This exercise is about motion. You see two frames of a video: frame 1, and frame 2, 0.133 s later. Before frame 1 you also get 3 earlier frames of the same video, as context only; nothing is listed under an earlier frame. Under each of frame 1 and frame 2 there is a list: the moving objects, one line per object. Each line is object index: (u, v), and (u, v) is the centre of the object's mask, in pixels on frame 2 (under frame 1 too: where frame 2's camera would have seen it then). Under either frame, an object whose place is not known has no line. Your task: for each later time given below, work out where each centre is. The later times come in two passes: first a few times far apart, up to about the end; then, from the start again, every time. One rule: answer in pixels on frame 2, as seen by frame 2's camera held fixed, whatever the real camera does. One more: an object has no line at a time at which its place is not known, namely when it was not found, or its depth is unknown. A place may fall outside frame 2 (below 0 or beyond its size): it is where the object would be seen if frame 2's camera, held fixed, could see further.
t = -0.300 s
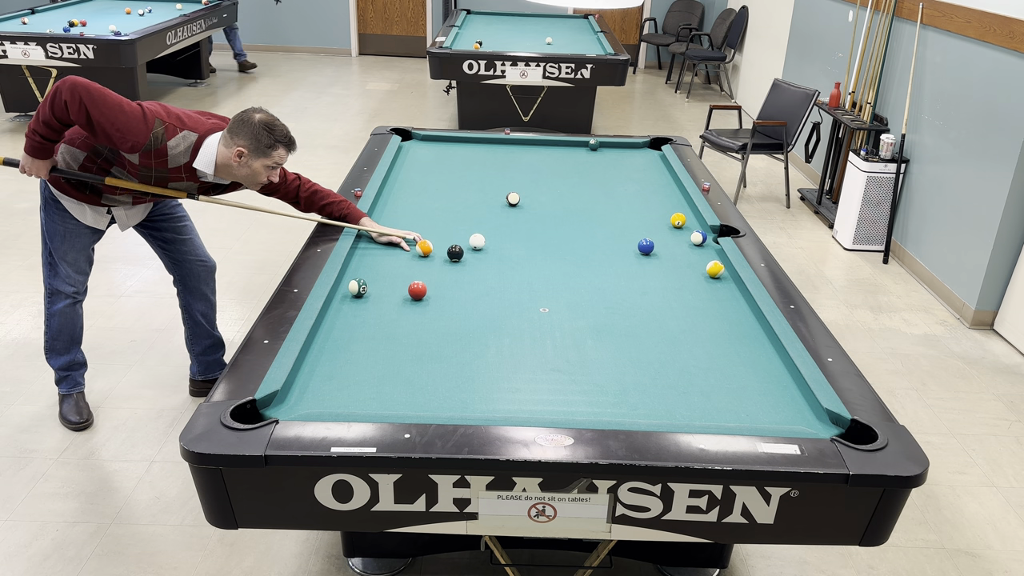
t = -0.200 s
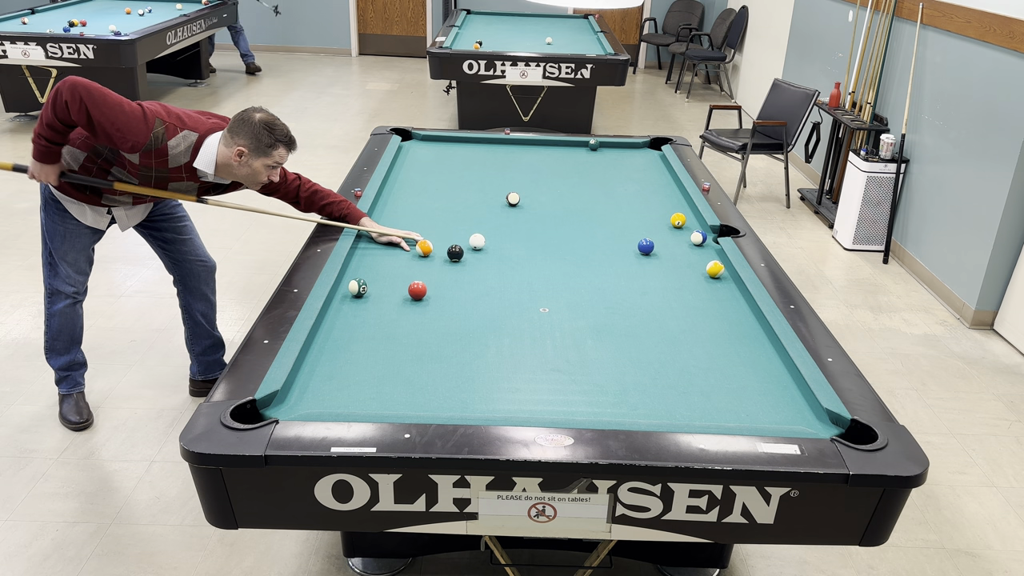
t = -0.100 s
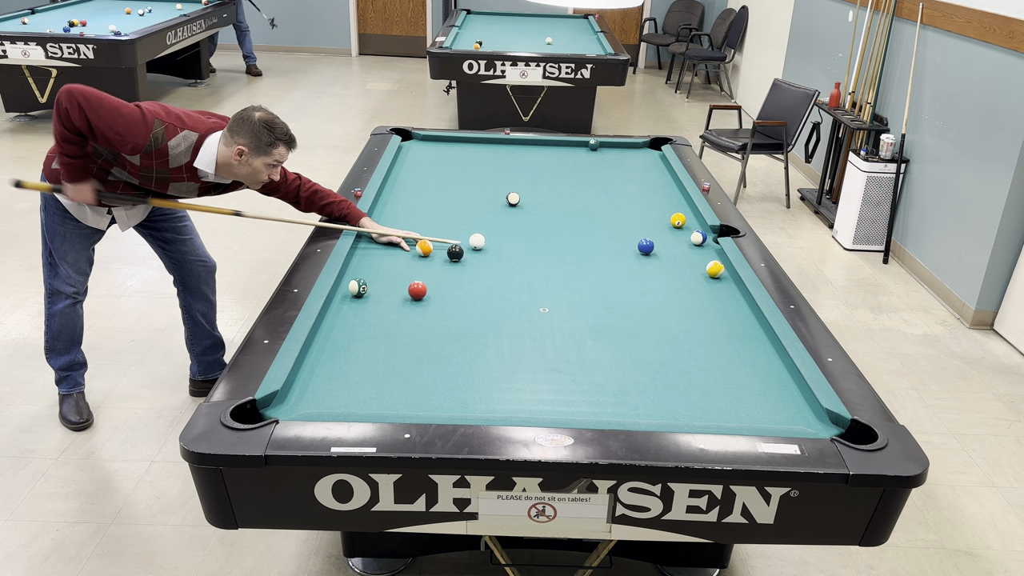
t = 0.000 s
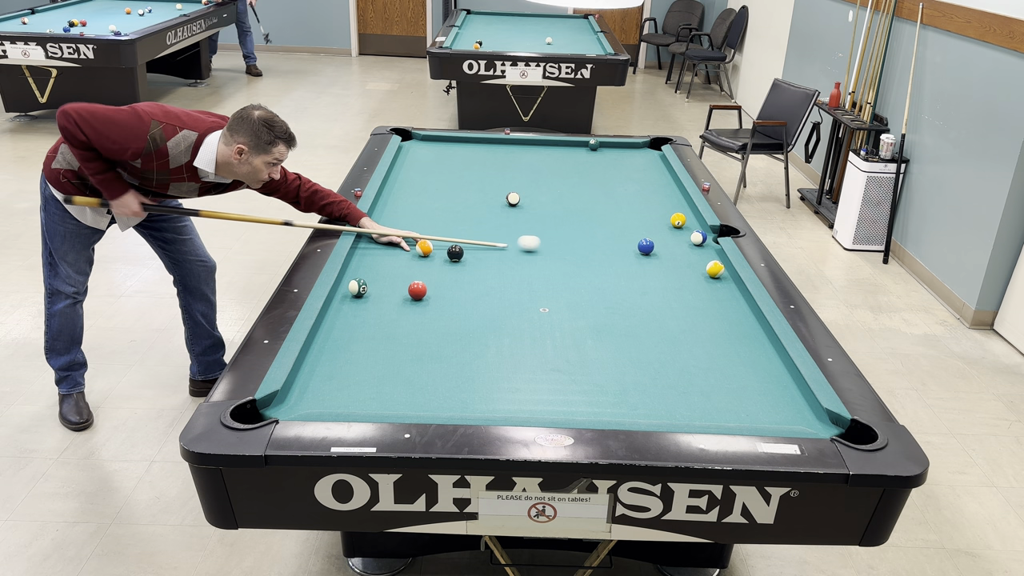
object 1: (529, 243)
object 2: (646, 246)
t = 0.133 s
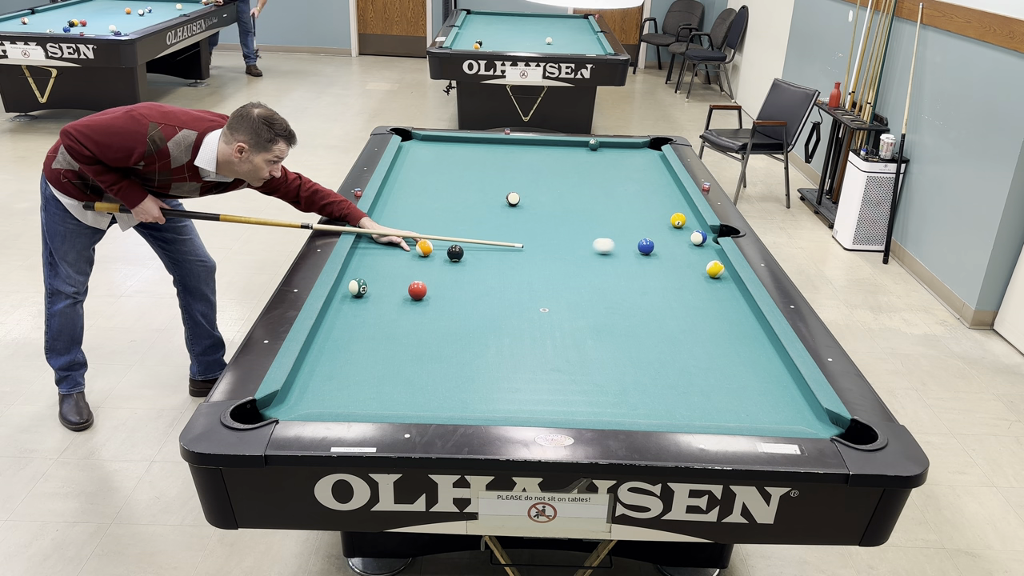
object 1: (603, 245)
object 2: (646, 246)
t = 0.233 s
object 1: (631, 247)
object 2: (664, 246)
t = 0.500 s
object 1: (631, 251)
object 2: (688, 245)
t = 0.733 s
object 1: (632, 254)
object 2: (652, 244)
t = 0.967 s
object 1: (633, 256)
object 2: (616, 243)
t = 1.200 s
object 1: (634, 258)
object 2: (582, 242)
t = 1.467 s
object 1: (634, 259)
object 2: (545, 241)
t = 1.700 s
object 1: (634, 259)
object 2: (513, 240)
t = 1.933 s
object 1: (634, 259)
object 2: (483, 239)
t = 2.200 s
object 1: (634, 259)
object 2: (451, 238)
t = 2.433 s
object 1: (634, 259)
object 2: (423, 236)
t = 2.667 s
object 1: (634, 259)
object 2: (397, 237)
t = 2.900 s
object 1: (634, 259)
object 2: (373, 236)
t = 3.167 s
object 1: (634, 259)
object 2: (374, 236)
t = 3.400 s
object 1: (634, 259)
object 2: (386, 237)
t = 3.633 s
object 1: (634, 259)
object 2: (397, 237)
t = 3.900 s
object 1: (634, 259)
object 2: (408, 237)
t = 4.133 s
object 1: (634, 259)
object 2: (416, 236)
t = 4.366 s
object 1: (634, 259)
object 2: (424, 235)
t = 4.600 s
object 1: (634, 259)
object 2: (430, 236)
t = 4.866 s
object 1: (634, 259)
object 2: (435, 238)
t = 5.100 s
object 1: (634, 259)
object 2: (438, 238)
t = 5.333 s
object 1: (634, 259)
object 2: (440, 239)
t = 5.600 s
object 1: (634, 259)
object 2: (441, 239)
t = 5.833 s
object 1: (634, 259)
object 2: (441, 239)
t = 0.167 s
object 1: (620, 246)
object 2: (646, 246)
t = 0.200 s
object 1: (630, 247)
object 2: (651, 246)
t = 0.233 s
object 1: (631, 247)
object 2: (664, 246)
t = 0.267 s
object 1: (631, 248)
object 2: (677, 246)
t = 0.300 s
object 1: (631, 248)
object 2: (690, 246)
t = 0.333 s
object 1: (631, 249)
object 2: (702, 245)
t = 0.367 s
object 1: (631, 250)
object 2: (712, 245)
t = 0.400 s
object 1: (631, 250)
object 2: (706, 245)
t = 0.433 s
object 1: (631, 250)
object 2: (700, 245)
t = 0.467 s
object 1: (631, 251)
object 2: (694, 245)
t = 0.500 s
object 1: (631, 251)
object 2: (688, 245)
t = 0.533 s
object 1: (631, 252)
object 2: (683, 245)
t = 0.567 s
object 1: (631, 252)
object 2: (677, 244)
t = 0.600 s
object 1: (631, 252)
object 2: (672, 244)
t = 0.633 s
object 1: (631, 253)
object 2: (667, 244)
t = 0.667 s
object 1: (632, 253)
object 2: (662, 244)
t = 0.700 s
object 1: (632, 254)
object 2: (657, 244)
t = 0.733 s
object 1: (632, 254)
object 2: (652, 244)
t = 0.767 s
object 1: (632, 254)
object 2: (646, 244)
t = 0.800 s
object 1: (632, 255)
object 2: (642, 243)
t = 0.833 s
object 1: (632, 255)
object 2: (636, 242)
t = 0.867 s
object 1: (632, 255)
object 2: (631, 242)
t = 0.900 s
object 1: (633, 256)
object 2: (625, 243)
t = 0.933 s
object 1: (633, 256)
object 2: (621, 243)
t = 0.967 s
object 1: (633, 256)
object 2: (616, 243)
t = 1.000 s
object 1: (633, 256)
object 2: (611, 243)
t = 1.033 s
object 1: (633, 256)
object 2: (606, 243)
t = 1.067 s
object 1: (633, 257)
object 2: (601, 243)
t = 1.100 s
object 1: (633, 257)
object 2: (596, 242)
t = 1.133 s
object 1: (634, 257)
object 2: (591, 242)
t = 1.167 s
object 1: (634, 258)
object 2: (587, 242)
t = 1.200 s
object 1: (634, 258)
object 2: (582, 242)
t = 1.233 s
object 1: (634, 258)
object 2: (577, 242)
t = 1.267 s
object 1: (634, 258)
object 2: (572, 242)
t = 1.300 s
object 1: (634, 258)
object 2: (568, 242)
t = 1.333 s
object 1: (634, 258)
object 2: (563, 241)
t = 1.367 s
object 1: (634, 259)
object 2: (558, 241)
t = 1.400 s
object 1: (634, 259)
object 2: (554, 241)
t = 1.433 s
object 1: (634, 259)
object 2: (549, 241)
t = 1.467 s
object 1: (634, 259)
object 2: (545, 241)
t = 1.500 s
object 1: (634, 259)
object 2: (540, 241)
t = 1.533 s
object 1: (634, 259)
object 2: (536, 241)
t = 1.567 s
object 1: (634, 259)
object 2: (531, 241)
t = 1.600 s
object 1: (634, 259)
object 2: (527, 241)
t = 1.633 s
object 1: (634, 259)
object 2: (522, 241)
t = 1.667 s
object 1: (634, 259)
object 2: (518, 240)
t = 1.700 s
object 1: (634, 259)
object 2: (513, 240)
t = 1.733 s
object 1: (634, 259)
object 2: (509, 240)
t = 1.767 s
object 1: (634, 259)
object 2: (505, 240)
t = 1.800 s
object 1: (634, 259)
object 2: (500, 240)
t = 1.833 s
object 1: (634, 259)
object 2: (496, 240)
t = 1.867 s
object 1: (634, 259)
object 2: (492, 240)
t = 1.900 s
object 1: (634, 259)
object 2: (488, 239)
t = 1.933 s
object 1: (634, 259)
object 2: (483, 239)
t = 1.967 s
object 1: (634, 259)
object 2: (479, 239)
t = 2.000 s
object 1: (634, 259)
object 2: (475, 239)
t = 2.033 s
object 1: (634, 259)
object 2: (471, 239)
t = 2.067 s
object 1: (634, 259)
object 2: (467, 239)
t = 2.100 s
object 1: (634, 259)
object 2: (463, 239)
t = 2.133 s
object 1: (634, 259)
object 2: (459, 238)
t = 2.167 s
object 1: (634, 259)
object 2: (455, 238)
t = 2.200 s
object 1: (634, 259)
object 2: (451, 238)
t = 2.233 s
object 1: (634, 259)
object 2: (447, 238)
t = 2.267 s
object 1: (634, 259)
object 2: (443, 238)
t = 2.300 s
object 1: (634, 259)
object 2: (439, 238)
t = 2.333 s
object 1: (634, 259)
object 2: (435, 238)
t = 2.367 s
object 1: (634, 259)
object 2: (432, 237)
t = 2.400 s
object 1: (634, 259)
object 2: (428, 236)
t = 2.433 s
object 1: (634, 259)
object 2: (423, 236)
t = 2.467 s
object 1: (634, 259)
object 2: (419, 236)
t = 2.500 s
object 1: (634, 259)
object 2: (415, 237)
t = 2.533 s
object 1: (634, 259)
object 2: (412, 238)
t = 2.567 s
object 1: (634, 259)
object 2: (408, 237)
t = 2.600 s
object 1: (634, 259)
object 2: (404, 237)
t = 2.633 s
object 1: (634, 259)
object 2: (401, 237)
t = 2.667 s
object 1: (634, 259)
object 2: (397, 237)
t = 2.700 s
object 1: (634, 259)
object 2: (394, 237)
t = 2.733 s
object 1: (634, 259)
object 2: (390, 237)
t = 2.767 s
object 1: (634, 259)
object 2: (386, 237)
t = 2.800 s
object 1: (634, 259)
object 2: (383, 237)
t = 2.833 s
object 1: (634, 259)
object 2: (380, 237)
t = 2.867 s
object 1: (634, 259)
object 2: (376, 237)
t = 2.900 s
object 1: (634, 259)
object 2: (373, 236)
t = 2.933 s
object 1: (634, 259)
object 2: (369, 236)
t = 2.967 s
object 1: (634, 259)
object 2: (366, 236)
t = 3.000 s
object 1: (634, 259)
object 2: (364, 236)
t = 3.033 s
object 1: (634, 259)
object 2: (366, 236)
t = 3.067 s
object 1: (634, 259)
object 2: (368, 236)
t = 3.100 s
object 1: (634, 259)
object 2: (370, 236)
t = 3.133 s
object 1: (634, 259)
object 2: (372, 236)
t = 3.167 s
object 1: (634, 259)
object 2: (374, 236)
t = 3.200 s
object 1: (634, 259)
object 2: (375, 237)
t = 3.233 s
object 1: (634, 259)
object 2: (377, 236)
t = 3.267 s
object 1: (634, 259)
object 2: (379, 236)
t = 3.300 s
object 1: (634, 259)
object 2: (381, 237)
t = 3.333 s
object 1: (634, 259)
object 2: (383, 237)
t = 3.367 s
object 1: (634, 259)
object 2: (384, 237)
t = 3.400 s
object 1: (634, 259)
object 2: (386, 237)
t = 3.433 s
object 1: (634, 259)
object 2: (388, 237)
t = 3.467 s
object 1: (634, 259)
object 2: (389, 237)
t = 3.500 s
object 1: (634, 259)
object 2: (391, 237)
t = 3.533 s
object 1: (634, 259)
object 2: (392, 237)
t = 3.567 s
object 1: (634, 259)
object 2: (394, 237)
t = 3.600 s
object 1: (634, 259)
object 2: (396, 237)
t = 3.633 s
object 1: (634, 259)
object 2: (397, 237)
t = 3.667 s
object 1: (634, 259)
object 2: (399, 237)
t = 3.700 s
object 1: (634, 259)
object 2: (400, 237)
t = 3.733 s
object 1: (634, 259)
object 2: (401, 237)
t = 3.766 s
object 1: (634, 259)
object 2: (403, 237)
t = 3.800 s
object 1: (634, 259)
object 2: (404, 237)
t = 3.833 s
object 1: (634, 259)
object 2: (405, 237)
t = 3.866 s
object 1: (634, 259)
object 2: (407, 237)
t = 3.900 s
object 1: (634, 259)
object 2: (408, 237)
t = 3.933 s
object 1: (634, 259)
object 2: (409, 237)
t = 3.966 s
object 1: (634, 259)
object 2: (411, 237)
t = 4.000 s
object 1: (634, 259)
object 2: (412, 237)
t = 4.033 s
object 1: (634, 259)
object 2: (413, 237)
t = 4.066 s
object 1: (634, 259)
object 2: (414, 237)
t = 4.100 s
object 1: (634, 259)
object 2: (415, 237)
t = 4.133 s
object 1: (634, 259)
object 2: (416, 236)
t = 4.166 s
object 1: (634, 259)
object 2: (417, 236)
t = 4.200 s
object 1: (634, 259)
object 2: (418, 236)
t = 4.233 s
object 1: (634, 259)
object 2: (419, 236)
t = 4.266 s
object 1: (634, 259)
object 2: (420, 236)
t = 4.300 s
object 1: (634, 259)
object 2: (421, 236)
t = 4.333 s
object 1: (634, 259)
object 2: (422, 235)
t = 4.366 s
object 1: (634, 259)
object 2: (424, 235)
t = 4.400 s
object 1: (634, 259)
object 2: (425, 235)
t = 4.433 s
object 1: (634, 259)
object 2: (426, 235)
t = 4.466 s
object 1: (634, 259)
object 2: (427, 236)
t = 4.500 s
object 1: (634, 259)
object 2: (428, 236)
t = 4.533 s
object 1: (634, 259)
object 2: (428, 236)
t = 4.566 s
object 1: (634, 259)
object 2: (430, 236)
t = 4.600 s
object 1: (634, 259)
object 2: (430, 236)
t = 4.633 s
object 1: (634, 259)
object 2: (431, 236)
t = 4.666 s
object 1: (634, 259)
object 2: (432, 237)
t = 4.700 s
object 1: (634, 259)
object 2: (432, 237)
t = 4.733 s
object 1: (634, 259)
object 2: (433, 237)
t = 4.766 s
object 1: (634, 259)
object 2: (434, 237)
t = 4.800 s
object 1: (634, 259)
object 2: (434, 237)
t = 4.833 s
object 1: (634, 259)
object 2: (435, 237)
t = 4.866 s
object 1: (634, 259)
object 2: (435, 238)
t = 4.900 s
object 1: (634, 259)
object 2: (436, 238)
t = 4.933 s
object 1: (634, 259)
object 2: (436, 238)
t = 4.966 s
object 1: (634, 259)
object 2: (437, 238)
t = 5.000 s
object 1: (634, 259)
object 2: (437, 238)
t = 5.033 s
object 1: (634, 259)
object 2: (437, 238)
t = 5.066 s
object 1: (634, 259)
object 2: (438, 238)
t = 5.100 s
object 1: (634, 259)
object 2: (438, 238)
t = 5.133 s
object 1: (634, 259)
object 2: (438, 238)
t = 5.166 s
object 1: (634, 259)
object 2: (439, 238)
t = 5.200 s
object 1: (634, 259)
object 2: (439, 238)
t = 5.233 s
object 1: (634, 259)
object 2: (439, 238)
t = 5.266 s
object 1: (634, 259)
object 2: (440, 239)
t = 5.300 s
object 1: (634, 259)
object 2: (440, 239)
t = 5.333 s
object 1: (634, 259)
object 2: (440, 239)
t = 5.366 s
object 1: (634, 259)
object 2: (441, 238)
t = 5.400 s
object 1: (634, 259)
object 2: (441, 239)
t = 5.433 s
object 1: (634, 259)
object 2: (441, 239)
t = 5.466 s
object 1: (634, 259)
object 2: (441, 239)
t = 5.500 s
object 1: (634, 259)
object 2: (441, 239)
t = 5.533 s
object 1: (634, 259)
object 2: (441, 239)
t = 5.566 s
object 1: (634, 259)
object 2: (441, 239)
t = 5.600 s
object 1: (634, 259)
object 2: (441, 239)
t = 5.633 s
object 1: (634, 259)
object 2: (441, 239)
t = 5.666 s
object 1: (634, 259)
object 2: (441, 239)
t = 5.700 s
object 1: (634, 259)
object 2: (441, 239)
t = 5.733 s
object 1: (634, 259)
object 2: (441, 239)
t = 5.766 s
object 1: (634, 259)
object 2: (441, 239)
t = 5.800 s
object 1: (634, 259)
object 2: (441, 239)
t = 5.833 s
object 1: (634, 259)
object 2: (441, 239)
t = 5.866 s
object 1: (634, 259)
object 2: (441, 239)
